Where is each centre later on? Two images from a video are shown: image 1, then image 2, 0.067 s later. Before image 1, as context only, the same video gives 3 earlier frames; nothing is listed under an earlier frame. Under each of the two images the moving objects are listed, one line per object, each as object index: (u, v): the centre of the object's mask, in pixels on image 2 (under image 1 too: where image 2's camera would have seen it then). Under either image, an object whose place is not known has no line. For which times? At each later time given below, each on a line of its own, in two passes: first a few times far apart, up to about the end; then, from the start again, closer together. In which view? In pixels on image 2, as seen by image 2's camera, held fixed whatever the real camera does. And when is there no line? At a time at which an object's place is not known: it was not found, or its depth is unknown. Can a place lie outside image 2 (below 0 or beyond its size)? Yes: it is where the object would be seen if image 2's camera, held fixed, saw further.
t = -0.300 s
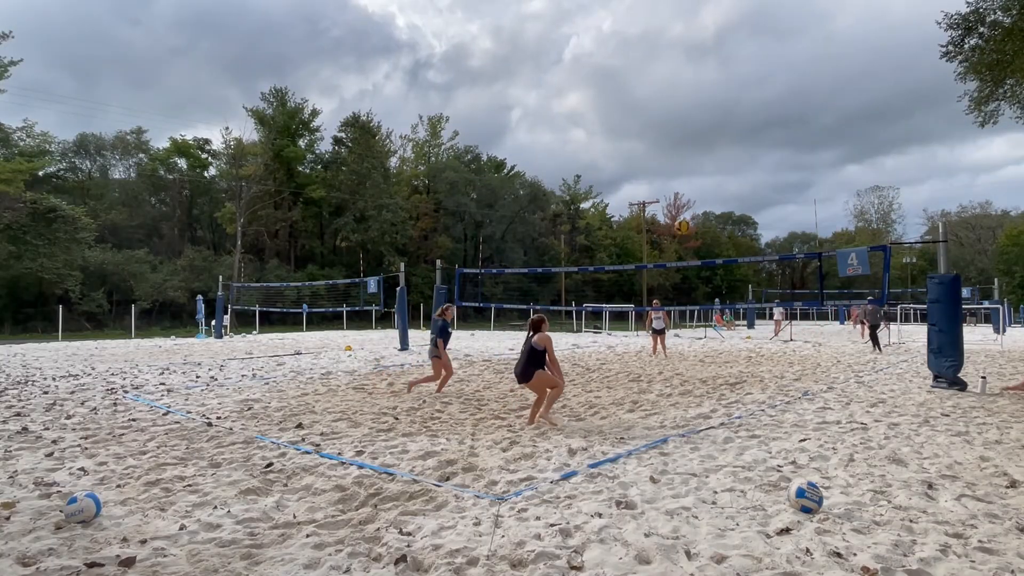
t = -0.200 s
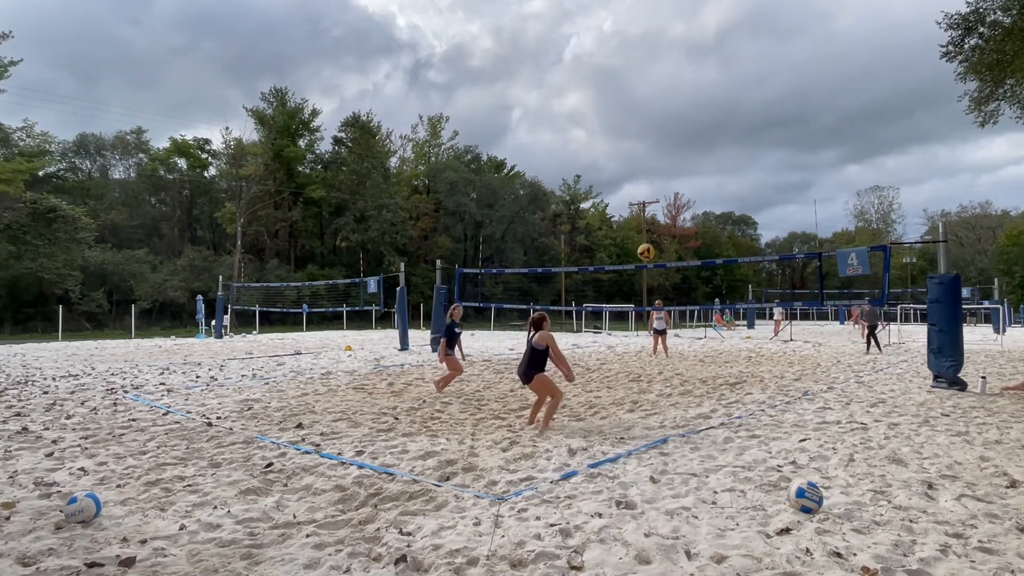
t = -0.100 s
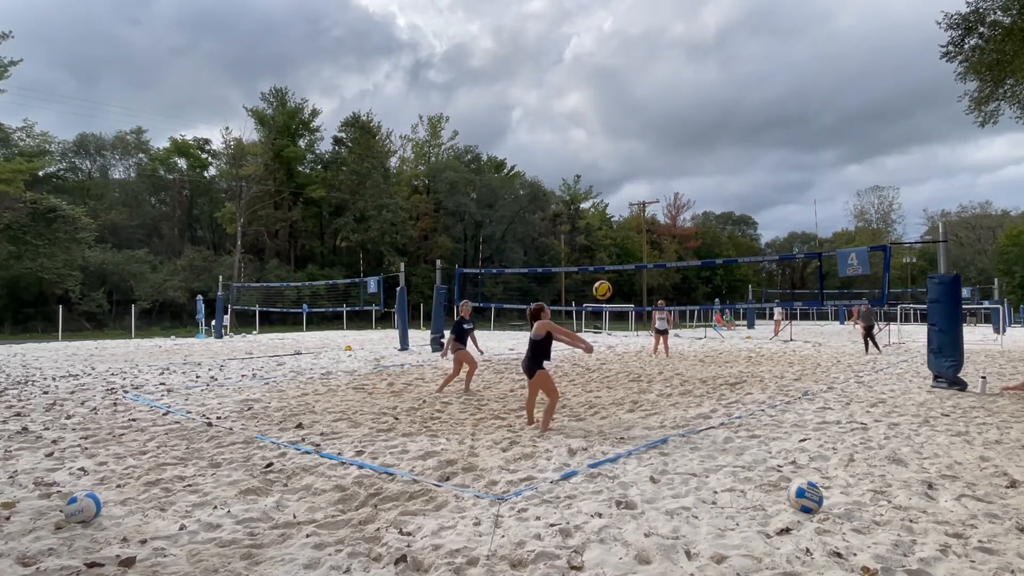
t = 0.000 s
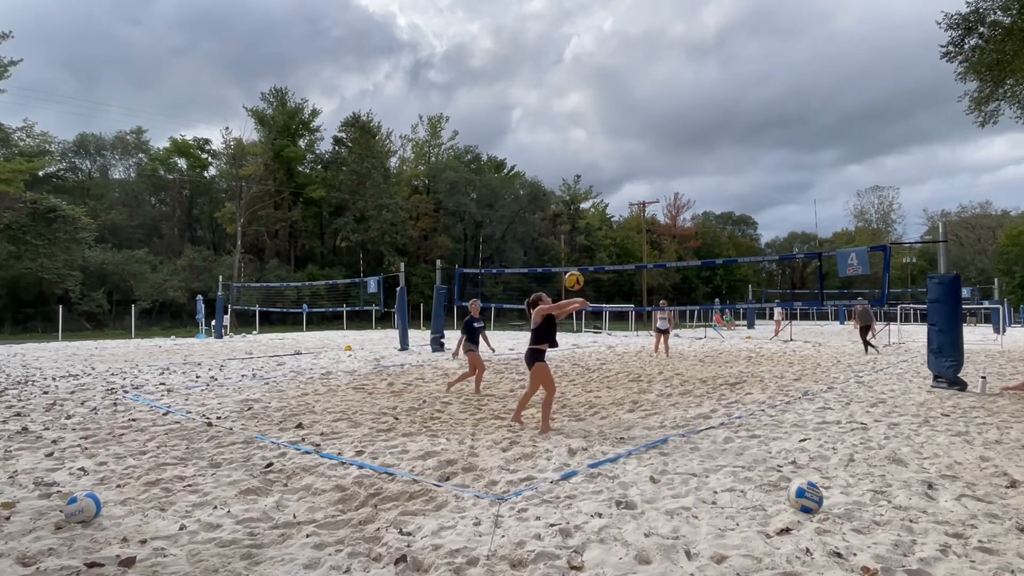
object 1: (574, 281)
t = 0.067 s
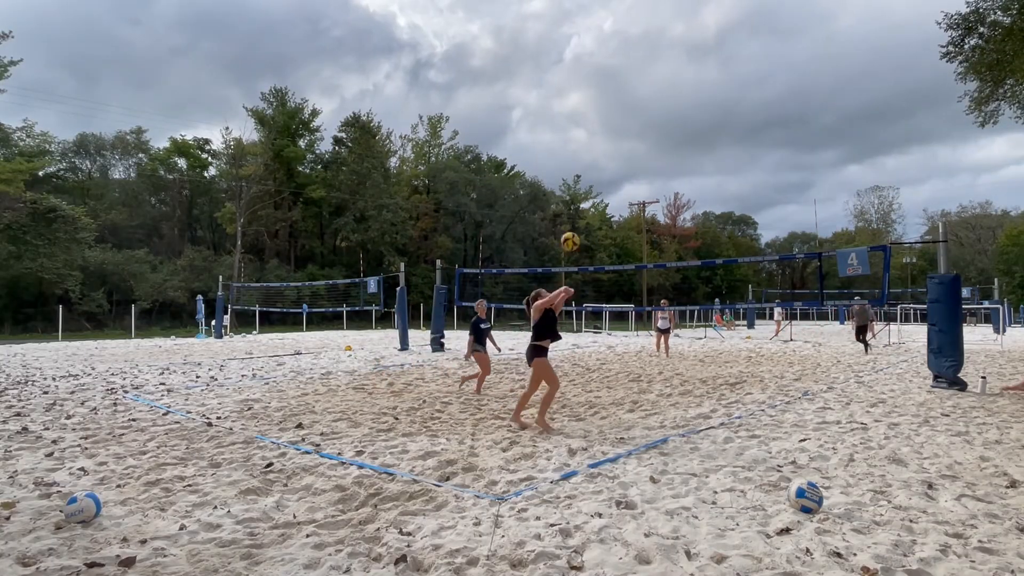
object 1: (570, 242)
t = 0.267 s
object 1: (560, 159)
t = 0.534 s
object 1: (548, 112)
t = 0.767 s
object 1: (539, 117)
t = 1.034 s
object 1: (531, 161)
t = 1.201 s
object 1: (526, 205)
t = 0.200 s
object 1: (563, 182)
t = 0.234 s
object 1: (561, 169)
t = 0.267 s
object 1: (560, 159)
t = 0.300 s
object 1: (558, 149)
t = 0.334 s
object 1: (556, 141)
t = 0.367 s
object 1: (555, 134)
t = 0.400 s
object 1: (553, 127)
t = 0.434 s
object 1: (552, 122)
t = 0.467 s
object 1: (550, 118)
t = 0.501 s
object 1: (549, 115)
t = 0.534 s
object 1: (548, 112)
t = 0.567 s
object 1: (546, 110)
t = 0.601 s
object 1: (545, 110)
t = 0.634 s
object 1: (544, 109)
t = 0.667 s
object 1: (542, 110)
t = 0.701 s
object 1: (541, 112)
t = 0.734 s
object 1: (540, 114)
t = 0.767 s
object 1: (539, 117)
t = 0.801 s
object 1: (538, 120)
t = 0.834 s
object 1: (537, 124)
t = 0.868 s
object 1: (536, 129)
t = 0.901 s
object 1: (534, 134)
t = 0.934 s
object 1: (533, 140)
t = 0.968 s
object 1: (532, 147)
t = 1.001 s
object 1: (532, 154)
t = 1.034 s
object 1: (531, 161)
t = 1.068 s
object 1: (530, 169)
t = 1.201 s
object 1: (526, 205)
